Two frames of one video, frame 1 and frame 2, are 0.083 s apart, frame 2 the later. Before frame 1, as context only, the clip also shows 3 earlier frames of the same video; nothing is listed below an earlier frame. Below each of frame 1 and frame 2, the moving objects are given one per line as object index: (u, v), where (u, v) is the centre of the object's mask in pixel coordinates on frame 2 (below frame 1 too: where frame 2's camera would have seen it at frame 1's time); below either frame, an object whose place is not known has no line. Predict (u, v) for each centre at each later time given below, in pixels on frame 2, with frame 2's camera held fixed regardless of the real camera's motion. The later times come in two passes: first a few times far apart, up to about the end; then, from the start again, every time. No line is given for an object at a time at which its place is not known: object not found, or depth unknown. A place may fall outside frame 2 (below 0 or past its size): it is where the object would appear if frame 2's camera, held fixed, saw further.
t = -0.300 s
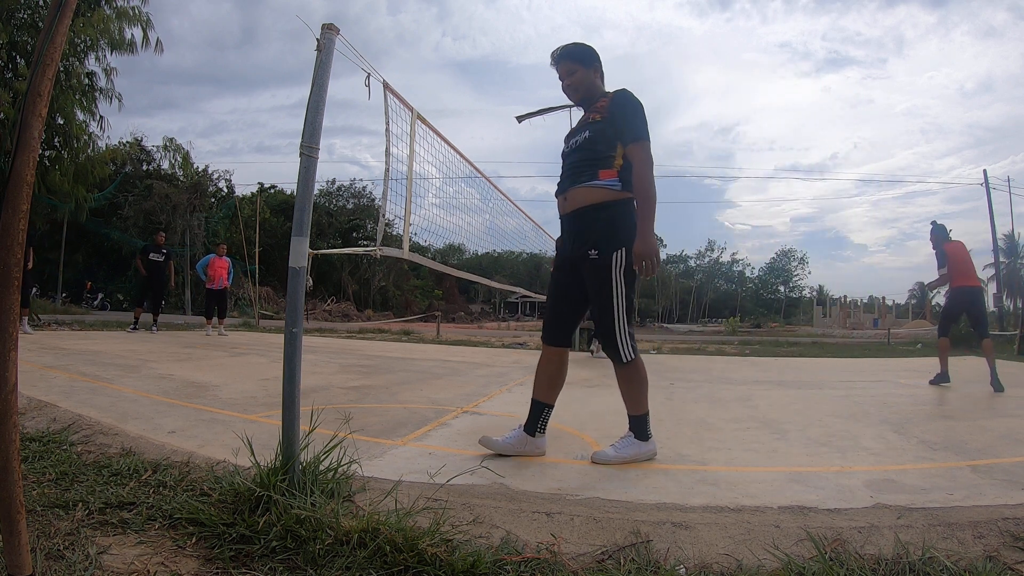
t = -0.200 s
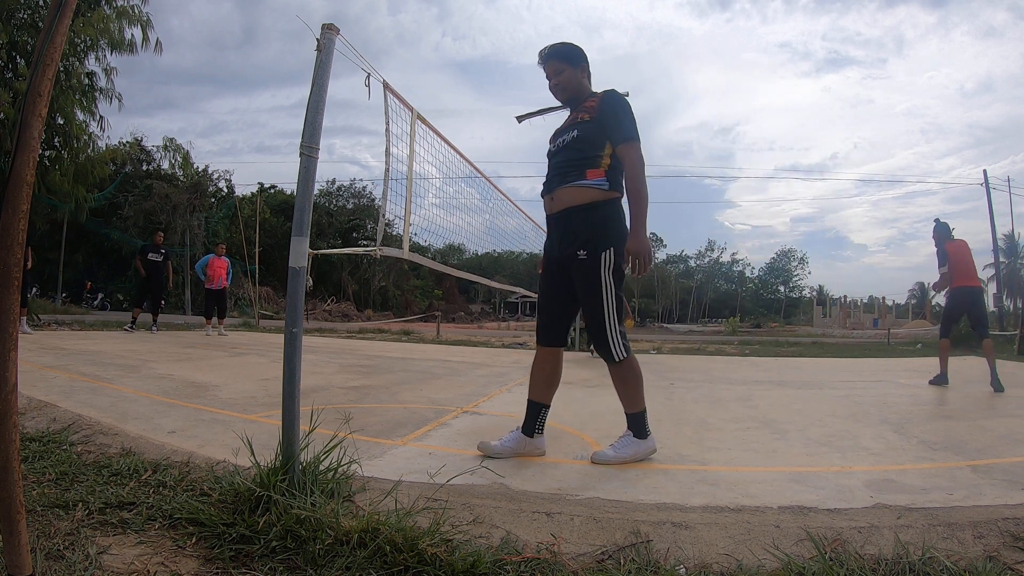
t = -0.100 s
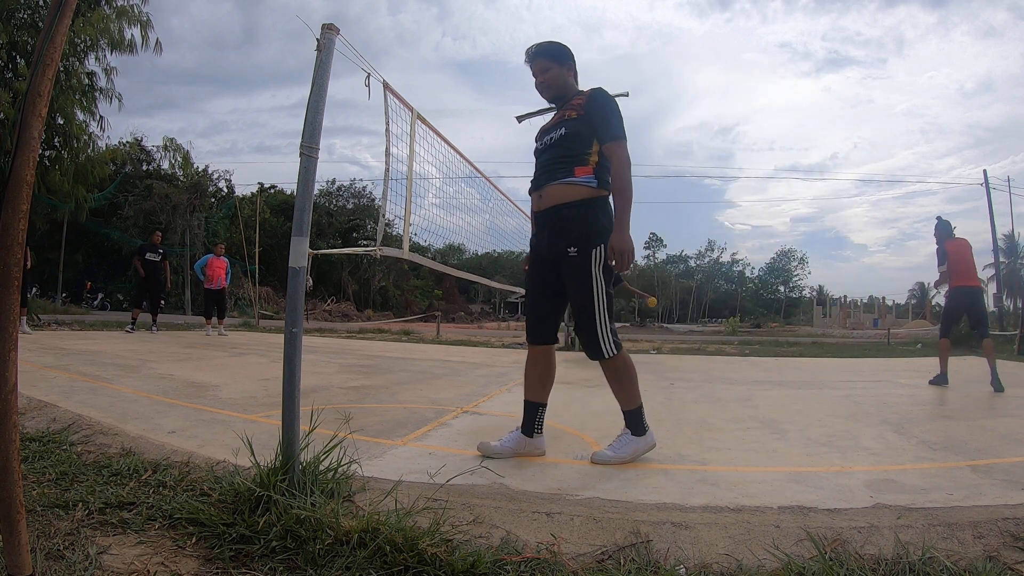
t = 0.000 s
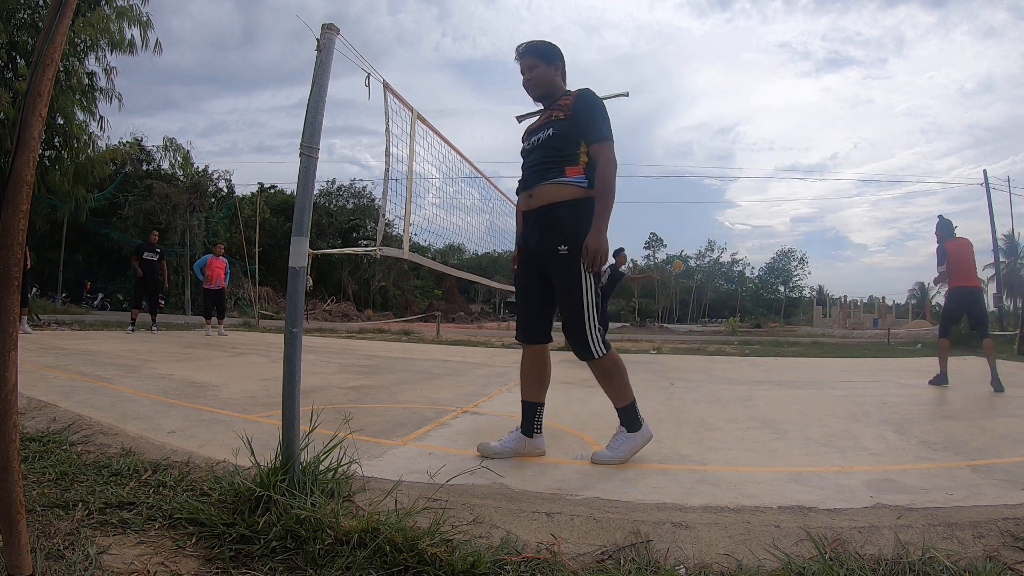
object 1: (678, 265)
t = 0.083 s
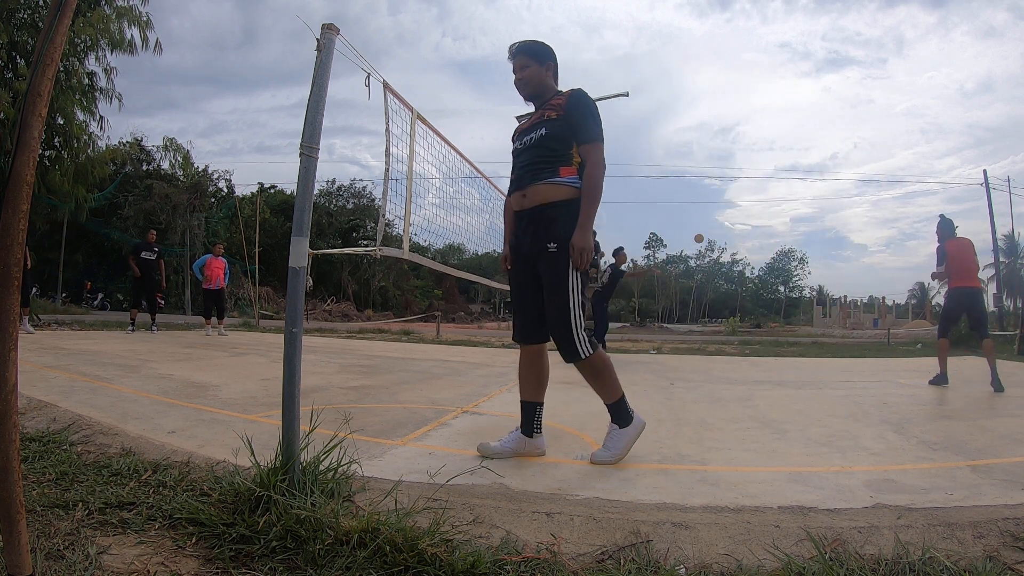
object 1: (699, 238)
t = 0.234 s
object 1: (738, 202)
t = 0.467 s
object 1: (803, 178)
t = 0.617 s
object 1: (848, 186)
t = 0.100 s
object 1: (703, 234)
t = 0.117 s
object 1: (707, 229)
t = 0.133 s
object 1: (712, 225)
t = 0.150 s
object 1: (716, 220)
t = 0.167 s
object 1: (721, 216)
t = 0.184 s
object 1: (725, 213)
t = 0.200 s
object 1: (730, 209)
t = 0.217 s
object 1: (734, 205)
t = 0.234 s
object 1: (738, 202)
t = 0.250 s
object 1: (743, 199)
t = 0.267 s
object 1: (748, 196)
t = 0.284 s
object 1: (752, 194)
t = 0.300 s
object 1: (757, 191)
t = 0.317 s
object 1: (761, 189)
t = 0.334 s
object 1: (766, 187)
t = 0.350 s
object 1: (770, 185)
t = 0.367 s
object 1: (775, 184)
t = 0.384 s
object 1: (780, 182)
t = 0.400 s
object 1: (784, 181)
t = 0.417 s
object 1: (789, 180)
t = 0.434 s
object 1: (794, 179)
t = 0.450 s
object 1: (799, 179)
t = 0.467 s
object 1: (803, 178)
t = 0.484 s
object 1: (808, 178)
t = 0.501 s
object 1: (813, 178)
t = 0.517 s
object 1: (818, 179)
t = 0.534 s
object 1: (823, 179)
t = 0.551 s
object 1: (828, 180)
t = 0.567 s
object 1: (833, 181)
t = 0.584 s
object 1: (838, 183)
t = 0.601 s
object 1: (843, 184)
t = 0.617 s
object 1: (848, 186)
